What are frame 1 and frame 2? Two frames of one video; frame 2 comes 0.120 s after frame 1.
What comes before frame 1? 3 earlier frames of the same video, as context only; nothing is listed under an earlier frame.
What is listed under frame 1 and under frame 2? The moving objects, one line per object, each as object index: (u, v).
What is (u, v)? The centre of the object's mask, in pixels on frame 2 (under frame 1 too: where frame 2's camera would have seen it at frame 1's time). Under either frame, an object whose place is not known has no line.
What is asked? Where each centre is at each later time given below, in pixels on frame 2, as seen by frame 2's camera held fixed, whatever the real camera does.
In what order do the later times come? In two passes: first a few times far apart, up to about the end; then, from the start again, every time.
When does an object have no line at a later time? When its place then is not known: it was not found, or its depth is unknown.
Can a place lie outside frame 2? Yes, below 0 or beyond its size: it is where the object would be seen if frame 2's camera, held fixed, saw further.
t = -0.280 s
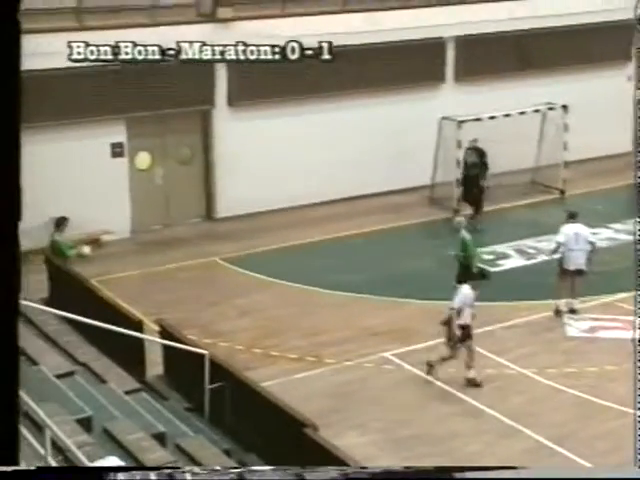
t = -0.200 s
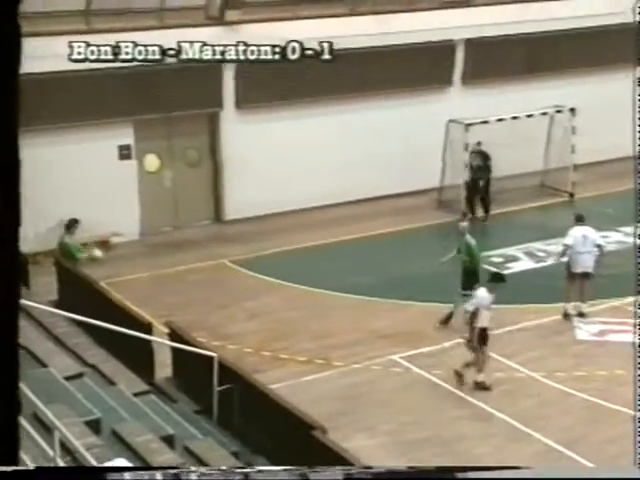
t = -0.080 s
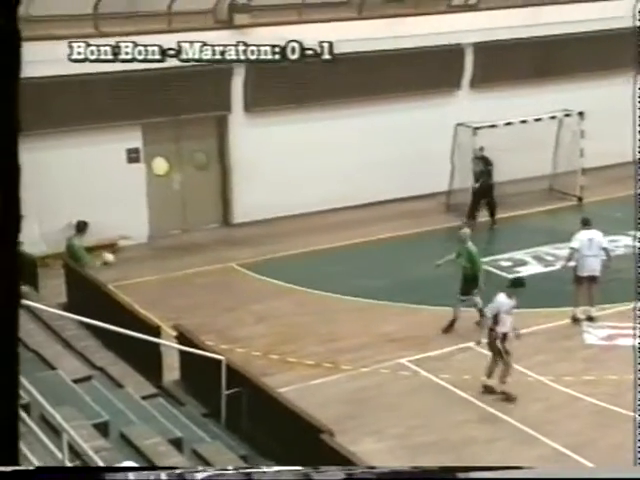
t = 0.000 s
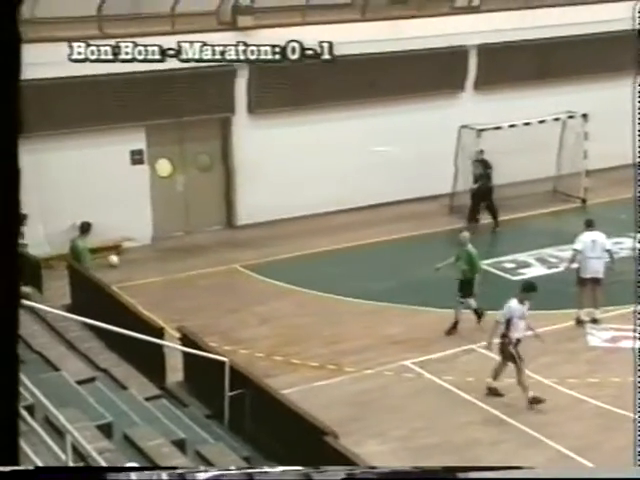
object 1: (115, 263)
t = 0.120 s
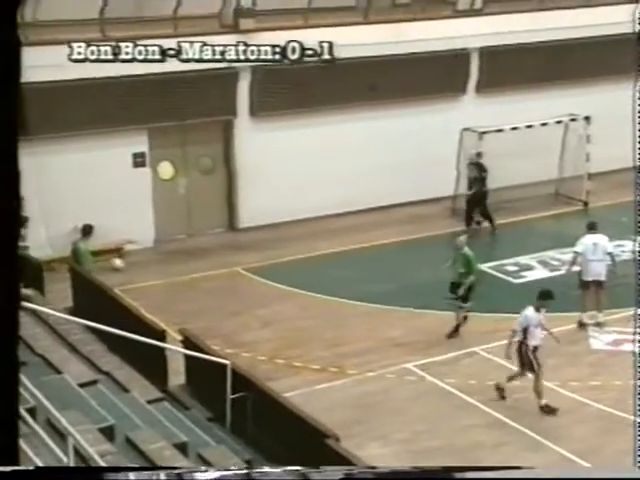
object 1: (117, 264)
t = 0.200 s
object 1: (119, 265)
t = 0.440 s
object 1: (125, 267)
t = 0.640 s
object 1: (130, 268)
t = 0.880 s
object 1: (136, 270)
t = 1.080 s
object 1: (142, 270)
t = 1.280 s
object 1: (145, 273)
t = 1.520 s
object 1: (153, 275)
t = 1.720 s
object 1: (158, 275)
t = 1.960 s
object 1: (167, 275)
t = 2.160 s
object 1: (173, 275)
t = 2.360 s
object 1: (177, 276)
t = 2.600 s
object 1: (185, 277)
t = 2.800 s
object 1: (191, 277)
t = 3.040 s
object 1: (198, 277)
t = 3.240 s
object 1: (204, 278)
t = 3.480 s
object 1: (210, 277)
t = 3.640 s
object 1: (215, 278)
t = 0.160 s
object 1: (118, 264)
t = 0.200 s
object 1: (119, 265)
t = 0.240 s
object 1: (121, 265)
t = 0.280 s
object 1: (120, 265)
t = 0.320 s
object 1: (121, 265)
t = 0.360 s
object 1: (123, 266)
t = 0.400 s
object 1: (123, 266)
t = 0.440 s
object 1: (125, 267)
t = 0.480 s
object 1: (125, 267)
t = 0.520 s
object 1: (127, 267)
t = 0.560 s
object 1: (127, 267)
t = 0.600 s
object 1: (129, 268)
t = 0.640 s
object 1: (130, 268)
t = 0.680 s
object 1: (131, 268)
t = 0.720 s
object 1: (133, 269)
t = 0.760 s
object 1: (133, 269)
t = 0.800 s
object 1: (134, 269)
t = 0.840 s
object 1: (136, 269)
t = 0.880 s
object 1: (136, 270)
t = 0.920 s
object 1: (138, 270)
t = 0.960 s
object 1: (139, 270)
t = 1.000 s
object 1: (139, 270)
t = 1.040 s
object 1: (141, 270)
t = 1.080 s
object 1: (142, 270)
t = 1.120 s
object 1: (143, 271)
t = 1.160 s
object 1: (144, 271)
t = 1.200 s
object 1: (144, 271)
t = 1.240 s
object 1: (145, 272)
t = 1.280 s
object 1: (145, 273)
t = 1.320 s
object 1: (146, 273)
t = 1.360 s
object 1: (148, 273)
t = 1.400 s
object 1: (149, 274)
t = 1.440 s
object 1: (151, 274)
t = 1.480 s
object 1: (152, 275)
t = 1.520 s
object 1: (153, 275)
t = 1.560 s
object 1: (154, 275)
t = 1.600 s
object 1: (154, 276)
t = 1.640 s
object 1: (156, 275)
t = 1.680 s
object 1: (156, 275)
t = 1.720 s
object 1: (158, 275)
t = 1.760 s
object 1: (160, 274)
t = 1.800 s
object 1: (162, 274)
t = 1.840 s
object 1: (164, 275)
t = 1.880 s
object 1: (164, 275)
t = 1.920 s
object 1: (166, 275)
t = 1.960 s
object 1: (167, 275)
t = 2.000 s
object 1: (168, 275)
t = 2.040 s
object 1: (169, 275)
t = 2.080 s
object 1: (170, 275)
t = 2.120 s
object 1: (172, 275)
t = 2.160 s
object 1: (173, 275)
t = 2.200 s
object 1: (174, 275)
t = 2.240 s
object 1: (175, 276)
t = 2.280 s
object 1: (176, 276)
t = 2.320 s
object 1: (177, 276)
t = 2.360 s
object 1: (177, 276)
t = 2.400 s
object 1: (179, 276)
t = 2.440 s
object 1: (180, 276)
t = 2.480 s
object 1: (182, 277)
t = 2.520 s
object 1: (183, 277)
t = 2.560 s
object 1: (184, 277)
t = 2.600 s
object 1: (185, 277)
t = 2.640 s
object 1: (186, 277)
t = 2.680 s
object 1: (187, 277)
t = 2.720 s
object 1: (188, 277)
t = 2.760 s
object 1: (190, 277)
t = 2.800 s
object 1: (191, 277)
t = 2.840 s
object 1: (192, 277)
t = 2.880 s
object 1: (193, 277)
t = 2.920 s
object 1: (194, 277)
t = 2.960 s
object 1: (196, 277)
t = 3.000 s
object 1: (197, 277)
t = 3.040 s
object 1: (198, 277)
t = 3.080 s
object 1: (200, 278)
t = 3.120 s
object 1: (201, 278)
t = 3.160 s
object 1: (203, 278)
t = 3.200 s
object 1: (203, 278)
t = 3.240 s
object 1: (204, 278)
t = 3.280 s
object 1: (205, 278)
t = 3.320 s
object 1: (206, 278)
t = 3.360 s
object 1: (208, 278)
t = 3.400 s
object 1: (208, 278)
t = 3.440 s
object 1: (209, 278)
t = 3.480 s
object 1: (210, 277)
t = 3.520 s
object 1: (211, 278)
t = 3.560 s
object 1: (213, 277)
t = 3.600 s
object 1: (214, 277)
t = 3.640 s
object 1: (215, 278)
